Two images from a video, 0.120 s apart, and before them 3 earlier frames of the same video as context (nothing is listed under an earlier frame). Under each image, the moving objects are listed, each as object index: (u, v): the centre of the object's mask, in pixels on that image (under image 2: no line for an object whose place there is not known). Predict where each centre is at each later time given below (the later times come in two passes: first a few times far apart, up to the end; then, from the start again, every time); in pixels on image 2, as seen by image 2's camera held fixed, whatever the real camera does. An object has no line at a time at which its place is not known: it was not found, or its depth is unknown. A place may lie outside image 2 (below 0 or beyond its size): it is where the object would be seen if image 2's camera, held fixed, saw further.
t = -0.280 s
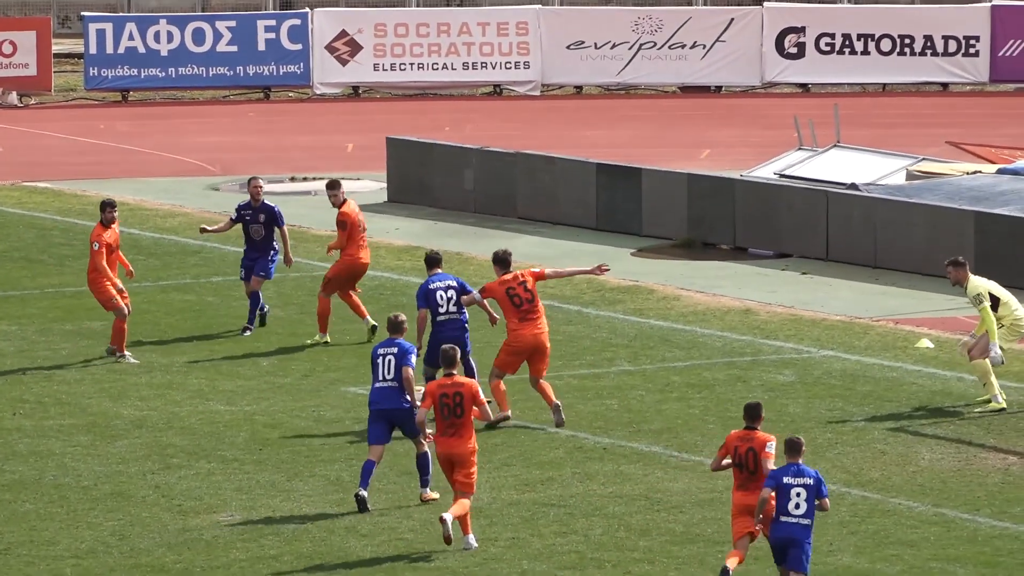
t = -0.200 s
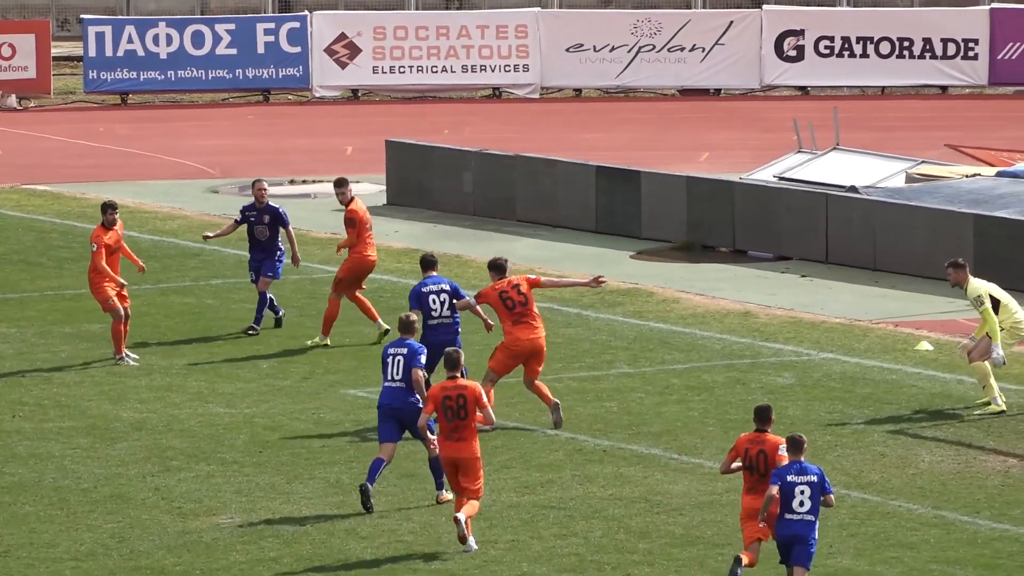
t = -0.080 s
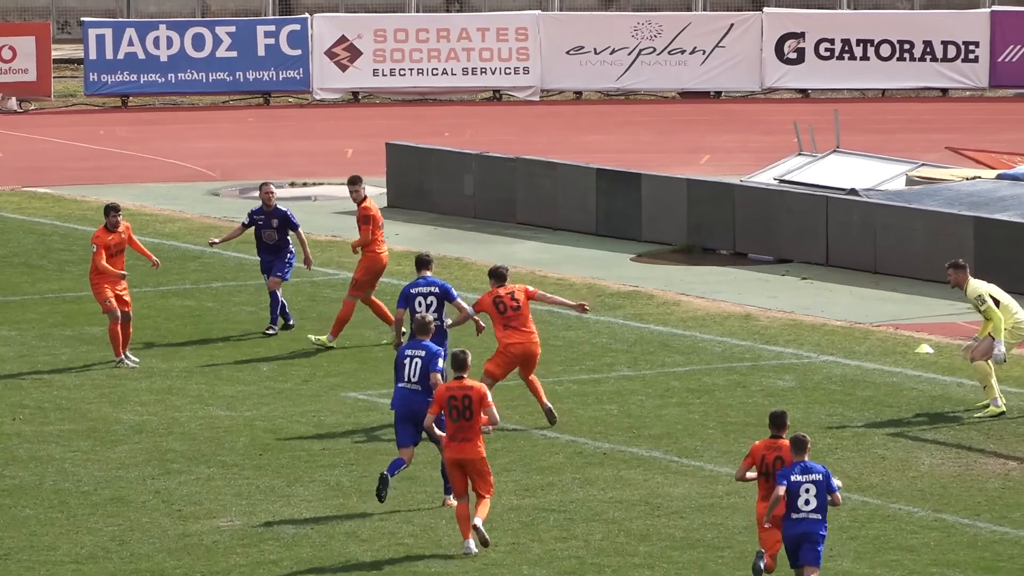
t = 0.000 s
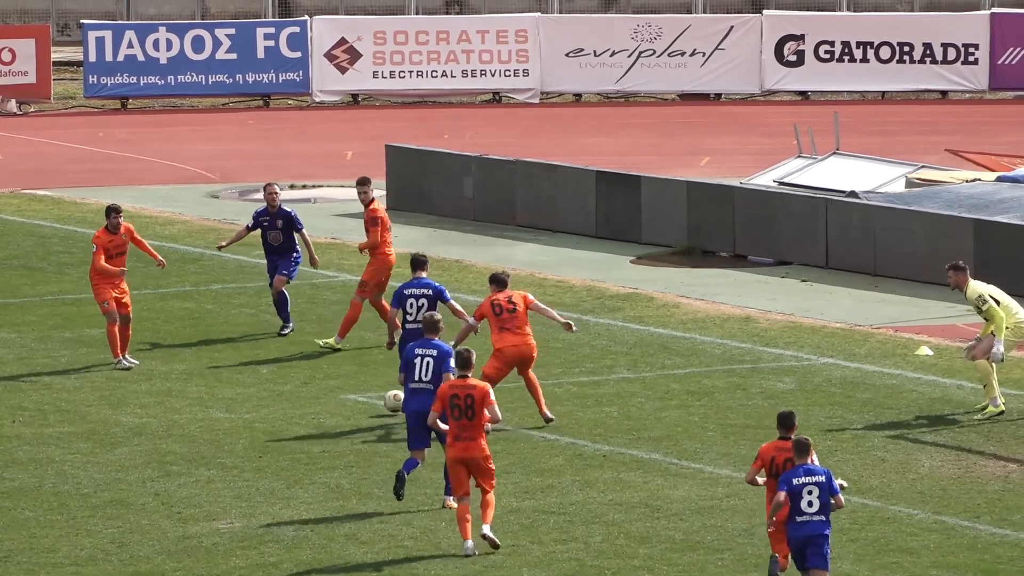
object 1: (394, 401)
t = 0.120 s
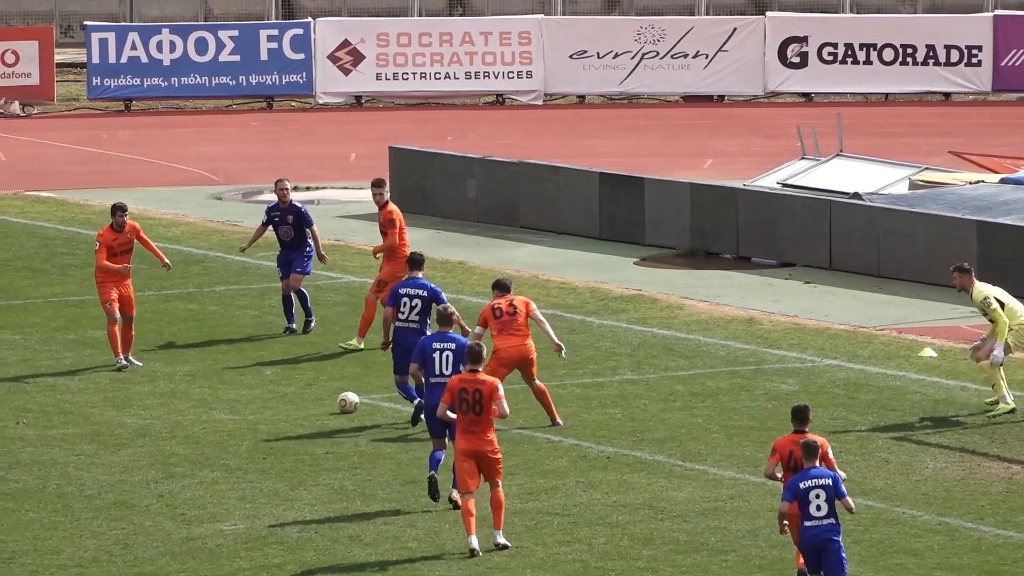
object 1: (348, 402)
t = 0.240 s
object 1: (305, 399)
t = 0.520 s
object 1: (213, 394)
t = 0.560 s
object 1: (201, 393)
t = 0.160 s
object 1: (332, 402)
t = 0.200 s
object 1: (318, 401)
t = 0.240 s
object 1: (305, 399)
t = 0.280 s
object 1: (291, 398)
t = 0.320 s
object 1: (278, 396)
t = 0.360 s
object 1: (264, 396)
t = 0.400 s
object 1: (252, 395)
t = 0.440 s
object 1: (238, 395)
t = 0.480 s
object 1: (225, 395)
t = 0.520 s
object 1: (213, 394)
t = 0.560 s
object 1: (201, 393)
